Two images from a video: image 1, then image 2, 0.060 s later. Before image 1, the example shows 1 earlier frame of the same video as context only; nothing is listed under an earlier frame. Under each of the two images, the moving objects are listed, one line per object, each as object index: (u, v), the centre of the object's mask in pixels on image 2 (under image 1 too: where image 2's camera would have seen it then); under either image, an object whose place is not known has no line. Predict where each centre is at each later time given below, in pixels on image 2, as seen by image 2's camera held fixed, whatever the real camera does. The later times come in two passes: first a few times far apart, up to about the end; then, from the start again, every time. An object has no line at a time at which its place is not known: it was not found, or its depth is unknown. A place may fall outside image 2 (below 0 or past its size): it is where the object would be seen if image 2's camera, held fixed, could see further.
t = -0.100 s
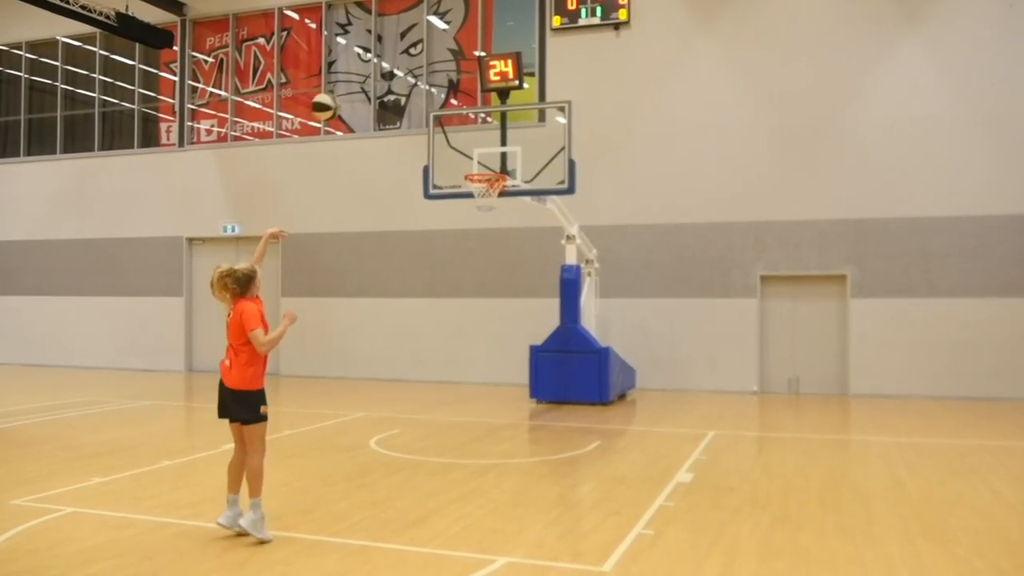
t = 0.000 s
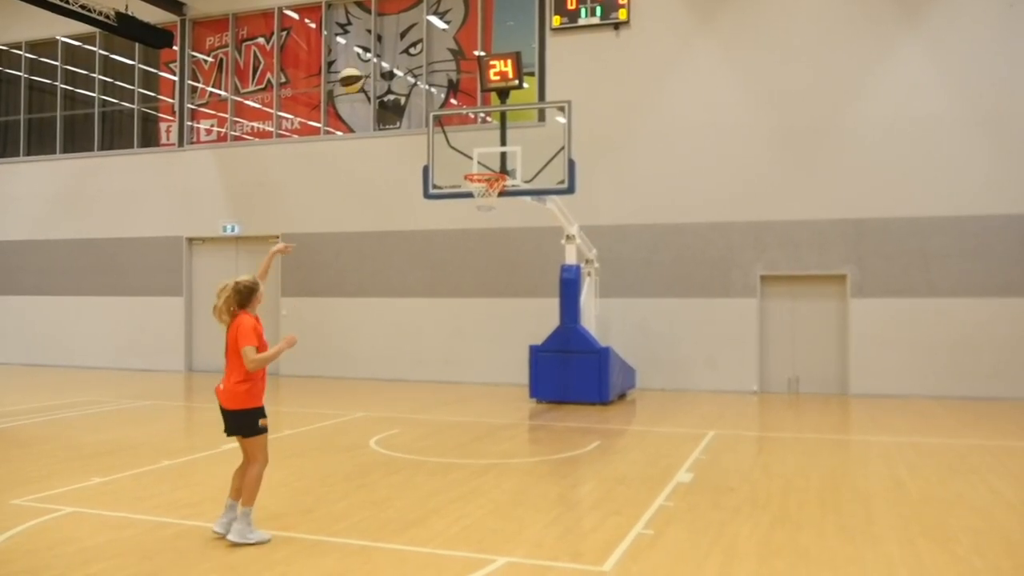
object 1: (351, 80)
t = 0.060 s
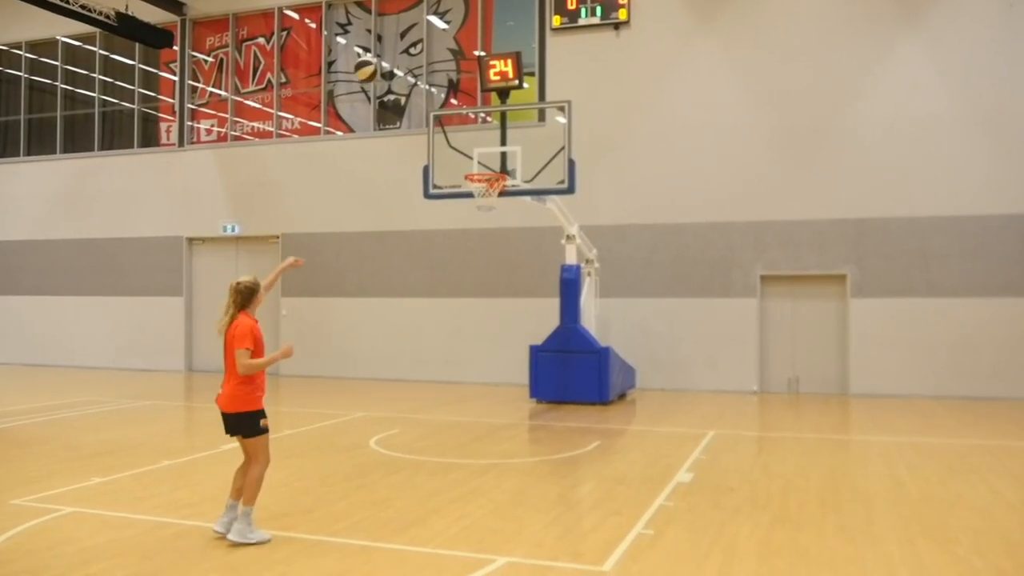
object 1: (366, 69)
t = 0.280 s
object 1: (412, 66)
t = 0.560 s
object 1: (458, 122)
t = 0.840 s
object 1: (490, 187)
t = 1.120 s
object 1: (477, 194)
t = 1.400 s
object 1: (502, 230)
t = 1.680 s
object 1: (525, 324)
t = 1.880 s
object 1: (542, 430)
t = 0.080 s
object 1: (371, 67)
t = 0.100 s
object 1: (376, 66)
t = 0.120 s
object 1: (381, 65)
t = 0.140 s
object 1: (385, 65)
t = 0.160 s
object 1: (388, 65)
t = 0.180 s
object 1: (392, 63)
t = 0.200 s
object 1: (396, 62)
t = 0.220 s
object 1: (400, 61)
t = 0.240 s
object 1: (404, 64)
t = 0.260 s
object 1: (408, 65)
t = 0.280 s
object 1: (412, 66)
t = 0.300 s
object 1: (416, 68)
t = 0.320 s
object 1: (419, 70)
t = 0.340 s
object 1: (422, 73)
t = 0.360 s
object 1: (426, 77)
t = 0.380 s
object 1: (429, 79)
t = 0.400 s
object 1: (433, 83)
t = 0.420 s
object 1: (437, 87)
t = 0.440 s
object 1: (439, 91)
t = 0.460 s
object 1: (444, 96)
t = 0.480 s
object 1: (446, 100)
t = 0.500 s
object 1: (450, 105)
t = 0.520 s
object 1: (452, 110)
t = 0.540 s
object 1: (455, 116)
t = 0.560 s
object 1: (458, 122)
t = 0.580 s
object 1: (461, 127)
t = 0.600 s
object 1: (464, 134)
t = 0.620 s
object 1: (467, 142)
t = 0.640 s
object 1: (470, 148)
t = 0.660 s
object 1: (472, 156)
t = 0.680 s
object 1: (476, 162)
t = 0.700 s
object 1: (478, 168)
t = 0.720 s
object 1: (481, 175)
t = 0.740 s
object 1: (486, 178)
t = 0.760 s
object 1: (494, 184)
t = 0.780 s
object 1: (497, 185)
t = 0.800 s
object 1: (497, 184)
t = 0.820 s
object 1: (494, 185)
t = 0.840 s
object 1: (490, 187)
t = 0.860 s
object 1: (484, 189)
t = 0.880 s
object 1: (481, 190)
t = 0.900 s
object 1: (479, 189)
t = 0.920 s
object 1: (476, 188)
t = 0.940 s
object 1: (473, 187)
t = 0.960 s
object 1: (472, 187)
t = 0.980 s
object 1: (472, 187)
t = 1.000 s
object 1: (473, 188)
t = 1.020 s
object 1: (473, 188)
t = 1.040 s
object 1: (473, 190)
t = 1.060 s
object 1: (473, 190)
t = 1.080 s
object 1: (474, 192)
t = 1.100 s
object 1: (476, 193)
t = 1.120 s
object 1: (477, 194)
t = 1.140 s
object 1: (478, 195)
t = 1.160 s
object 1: (480, 198)
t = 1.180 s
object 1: (482, 200)
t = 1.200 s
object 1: (484, 201)
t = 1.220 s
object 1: (485, 203)
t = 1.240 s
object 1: (487, 205)
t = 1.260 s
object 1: (489, 207)
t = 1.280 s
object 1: (491, 210)
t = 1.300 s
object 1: (493, 212)
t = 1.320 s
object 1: (495, 214)
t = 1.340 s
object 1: (496, 218)
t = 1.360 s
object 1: (498, 222)
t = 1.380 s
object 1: (500, 226)
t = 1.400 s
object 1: (502, 230)
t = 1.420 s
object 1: (503, 234)
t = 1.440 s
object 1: (505, 239)
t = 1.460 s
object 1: (506, 244)
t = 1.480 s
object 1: (508, 250)
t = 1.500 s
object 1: (510, 256)
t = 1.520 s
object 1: (512, 262)
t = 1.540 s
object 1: (514, 269)
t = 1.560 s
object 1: (516, 276)
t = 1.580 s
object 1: (517, 283)
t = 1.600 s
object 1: (519, 290)
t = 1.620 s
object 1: (521, 298)
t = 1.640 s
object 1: (521, 307)
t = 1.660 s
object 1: (523, 316)
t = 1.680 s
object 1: (525, 324)
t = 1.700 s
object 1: (527, 334)
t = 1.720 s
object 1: (529, 344)
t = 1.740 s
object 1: (531, 353)
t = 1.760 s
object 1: (533, 363)
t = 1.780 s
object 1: (535, 373)
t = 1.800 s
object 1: (537, 384)
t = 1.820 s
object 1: (538, 395)
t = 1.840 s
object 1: (539, 406)
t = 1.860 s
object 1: (540, 417)
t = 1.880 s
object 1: (542, 430)
